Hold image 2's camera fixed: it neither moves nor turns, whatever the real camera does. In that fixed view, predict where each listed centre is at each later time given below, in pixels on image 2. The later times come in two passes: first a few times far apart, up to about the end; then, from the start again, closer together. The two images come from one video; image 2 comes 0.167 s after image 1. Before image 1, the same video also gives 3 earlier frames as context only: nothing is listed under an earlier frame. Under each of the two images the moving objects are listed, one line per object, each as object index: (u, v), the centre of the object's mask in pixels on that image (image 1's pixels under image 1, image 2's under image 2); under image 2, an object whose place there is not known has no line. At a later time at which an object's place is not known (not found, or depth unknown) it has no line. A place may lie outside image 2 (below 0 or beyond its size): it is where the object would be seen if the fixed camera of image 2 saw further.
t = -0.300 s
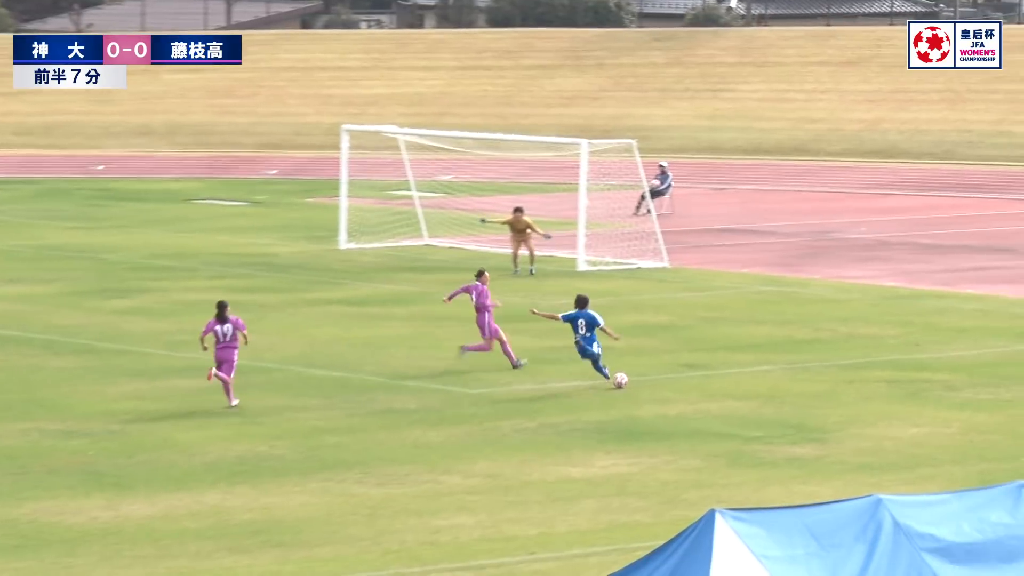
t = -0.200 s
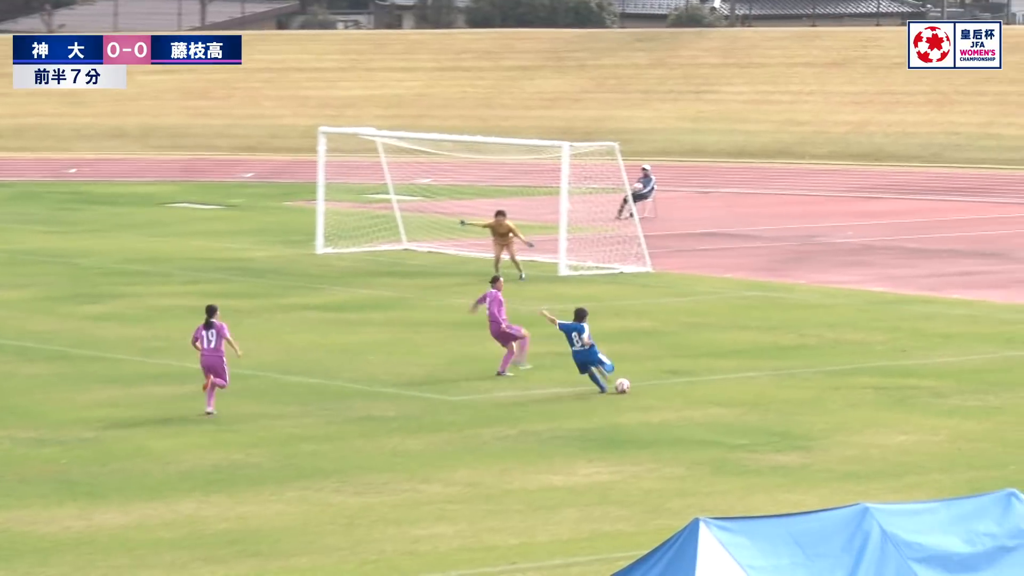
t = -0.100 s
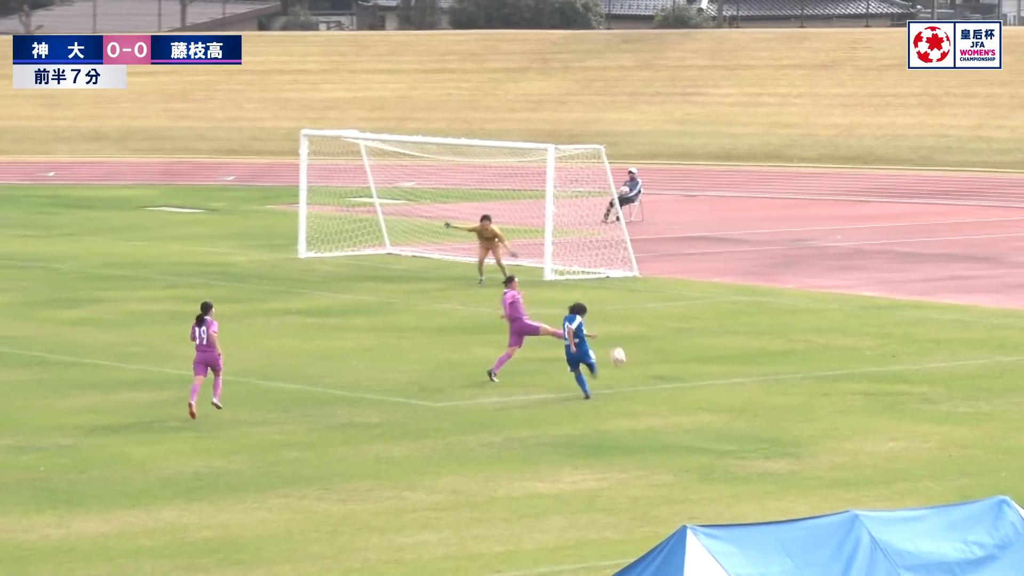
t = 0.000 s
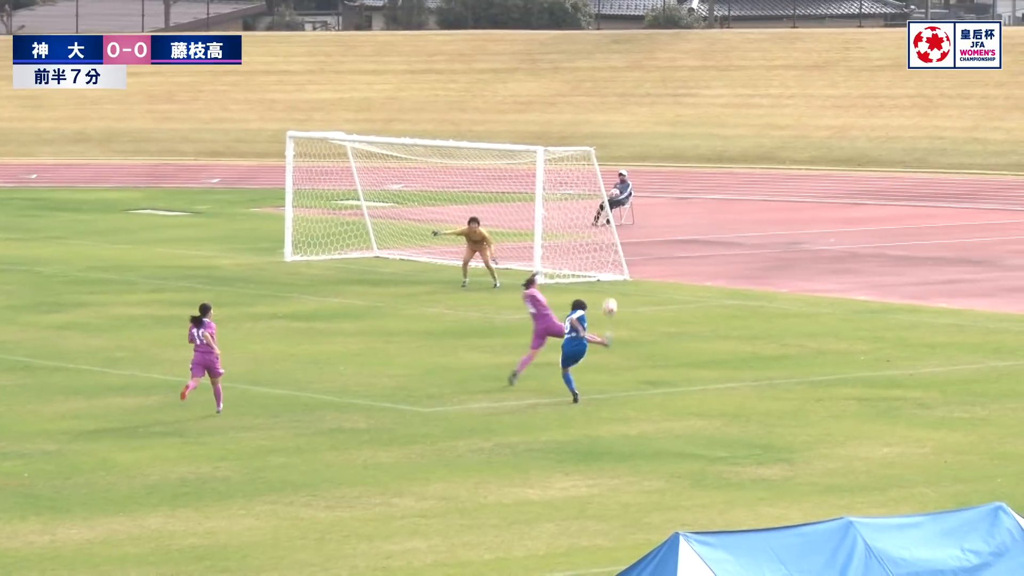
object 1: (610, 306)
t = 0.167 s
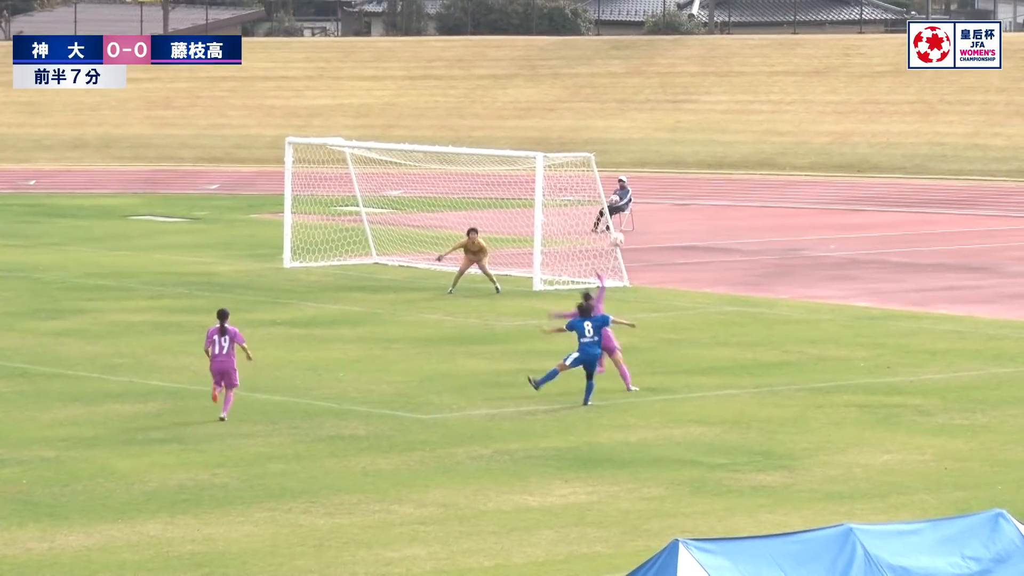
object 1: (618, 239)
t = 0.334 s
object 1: (632, 186)
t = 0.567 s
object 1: (655, 141)
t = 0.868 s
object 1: (688, 121)
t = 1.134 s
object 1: (724, 137)
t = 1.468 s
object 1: (769, 189)
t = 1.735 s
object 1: (803, 253)
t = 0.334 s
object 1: (632, 186)
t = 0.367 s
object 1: (633, 178)
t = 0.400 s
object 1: (637, 170)
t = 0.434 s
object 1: (641, 163)
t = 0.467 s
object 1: (644, 157)
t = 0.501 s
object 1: (648, 151)
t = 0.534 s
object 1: (651, 146)
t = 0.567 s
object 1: (655, 141)
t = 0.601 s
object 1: (658, 136)
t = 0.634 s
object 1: (662, 134)
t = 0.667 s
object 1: (665, 130)
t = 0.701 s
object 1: (669, 128)
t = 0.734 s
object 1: (672, 126)
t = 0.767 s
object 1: (677, 123)
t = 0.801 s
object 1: (680, 122)
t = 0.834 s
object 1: (685, 121)
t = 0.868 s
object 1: (688, 121)
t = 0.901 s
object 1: (693, 122)
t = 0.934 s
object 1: (698, 123)
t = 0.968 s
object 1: (702, 124)
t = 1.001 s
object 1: (706, 125)
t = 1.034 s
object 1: (711, 127)
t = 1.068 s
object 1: (715, 130)
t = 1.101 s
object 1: (720, 133)
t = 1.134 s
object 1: (724, 137)
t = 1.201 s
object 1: (733, 144)
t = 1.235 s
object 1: (738, 149)
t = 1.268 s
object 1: (742, 153)
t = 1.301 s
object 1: (747, 158)
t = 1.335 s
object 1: (751, 163)
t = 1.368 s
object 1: (756, 170)
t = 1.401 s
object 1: (760, 176)
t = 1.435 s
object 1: (764, 183)
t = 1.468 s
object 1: (769, 189)
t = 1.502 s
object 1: (773, 196)
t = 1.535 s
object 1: (778, 204)
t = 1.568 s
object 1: (782, 211)
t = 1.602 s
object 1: (786, 219)
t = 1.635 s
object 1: (790, 226)
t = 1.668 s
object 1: (795, 235)
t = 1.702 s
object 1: (799, 244)
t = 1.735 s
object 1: (803, 253)
